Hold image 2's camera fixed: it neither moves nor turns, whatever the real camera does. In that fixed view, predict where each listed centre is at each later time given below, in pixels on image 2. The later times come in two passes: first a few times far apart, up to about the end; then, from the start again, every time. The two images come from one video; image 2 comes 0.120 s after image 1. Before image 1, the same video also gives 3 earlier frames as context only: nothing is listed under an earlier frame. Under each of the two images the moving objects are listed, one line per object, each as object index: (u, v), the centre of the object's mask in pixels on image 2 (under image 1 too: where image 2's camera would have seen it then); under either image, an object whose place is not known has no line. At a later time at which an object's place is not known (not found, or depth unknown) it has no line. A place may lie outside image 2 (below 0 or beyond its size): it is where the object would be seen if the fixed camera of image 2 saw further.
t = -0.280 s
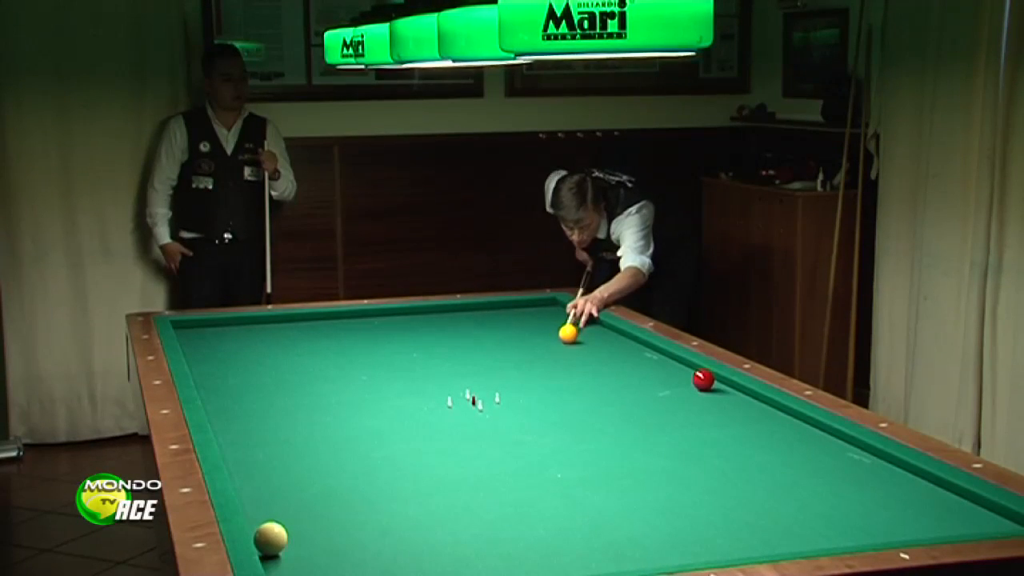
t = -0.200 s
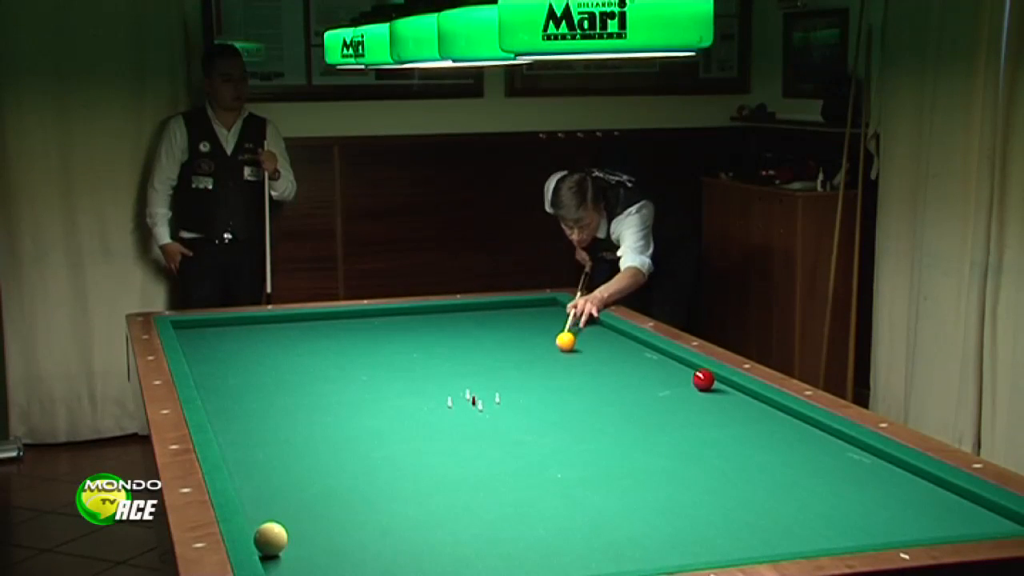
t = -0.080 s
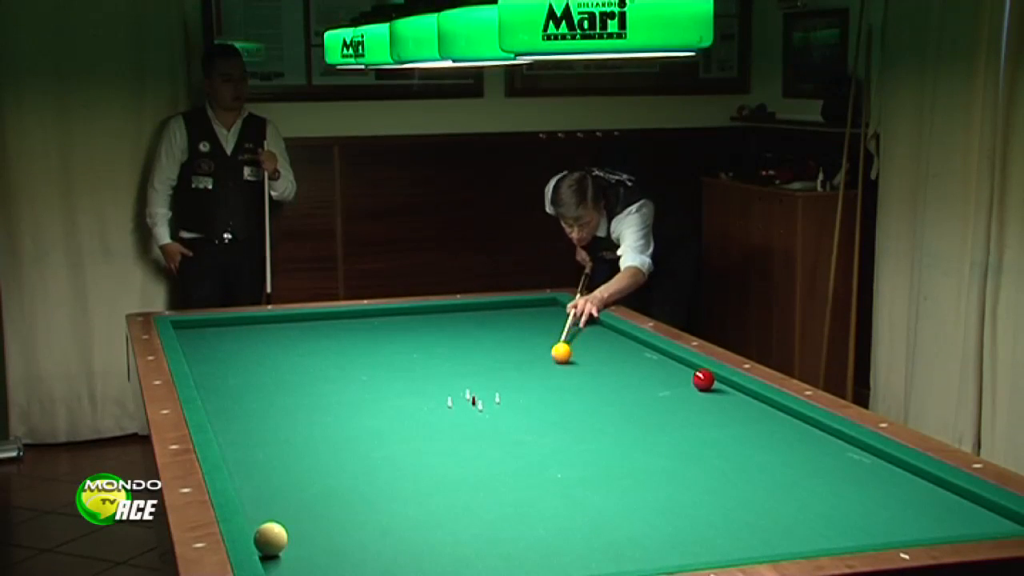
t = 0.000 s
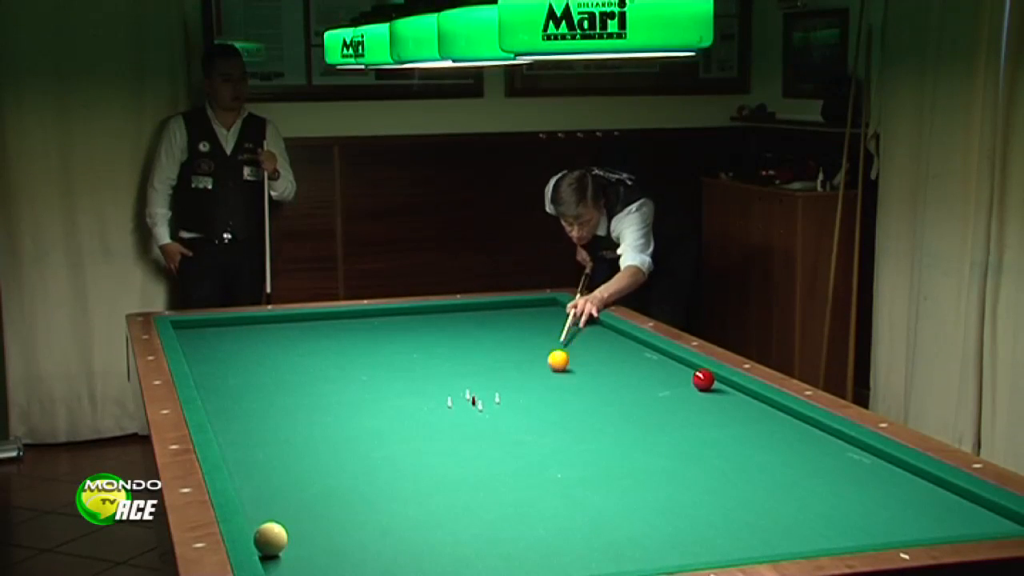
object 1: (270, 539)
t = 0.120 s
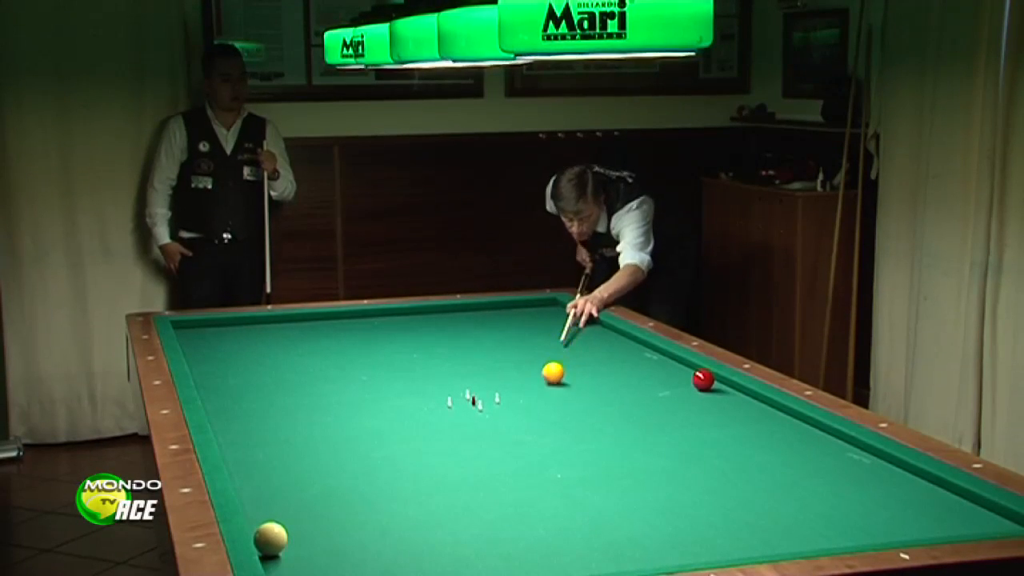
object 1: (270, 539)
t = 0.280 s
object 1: (270, 538)
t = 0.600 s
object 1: (270, 538)
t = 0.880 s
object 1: (270, 538)
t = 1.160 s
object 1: (270, 538)
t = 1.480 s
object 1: (270, 538)
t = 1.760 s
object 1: (267, 537)
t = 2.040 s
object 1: (317, 520)
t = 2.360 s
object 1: (366, 504)
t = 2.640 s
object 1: (404, 491)
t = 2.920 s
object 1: (440, 480)
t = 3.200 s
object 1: (472, 470)
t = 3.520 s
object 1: (505, 459)
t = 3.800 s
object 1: (533, 450)
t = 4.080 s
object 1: (557, 442)
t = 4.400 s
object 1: (583, 434)
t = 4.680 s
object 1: (605, 428)
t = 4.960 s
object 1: (624, 421)
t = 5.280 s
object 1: (645, 415)
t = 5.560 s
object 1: (661, 409)
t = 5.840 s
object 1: (676, 404)
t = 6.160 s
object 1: (691, 399)
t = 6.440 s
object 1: (703, 395)
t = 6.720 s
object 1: (715, 390)
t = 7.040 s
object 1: (726, 386)
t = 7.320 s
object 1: (720, 385)
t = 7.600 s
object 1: (710, 384)
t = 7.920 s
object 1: (702, 384)
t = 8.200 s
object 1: (696, 384)
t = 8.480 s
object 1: (691, 384)
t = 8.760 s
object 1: (688, 385)
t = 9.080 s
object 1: (686, 385)
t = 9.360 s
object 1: (685, 385)
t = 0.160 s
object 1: (270, 539)
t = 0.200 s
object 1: (270, 539)
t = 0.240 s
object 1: (270, 538)
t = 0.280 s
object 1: (270, 538)
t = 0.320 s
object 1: (270, 538)
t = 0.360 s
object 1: (270, 538)
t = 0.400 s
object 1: (270, 538)
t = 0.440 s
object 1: (270, 538)
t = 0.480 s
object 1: (270, 539)
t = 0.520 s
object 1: (270, 538)
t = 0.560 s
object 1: (270, 538)
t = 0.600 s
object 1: (270, 538)
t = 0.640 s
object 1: (270, 538)
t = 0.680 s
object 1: (270, 538)
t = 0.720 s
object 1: (270, 538)
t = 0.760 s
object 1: (270, 538)
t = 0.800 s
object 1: (270, 538)
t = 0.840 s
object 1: (270, 538)
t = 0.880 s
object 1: (270, 538)
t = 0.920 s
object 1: (270, 538)
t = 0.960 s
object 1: (270, 538)
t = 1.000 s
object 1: (270, 538)
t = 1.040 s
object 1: (270, 538)
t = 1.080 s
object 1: (270, 538)
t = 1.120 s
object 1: (270, 538)
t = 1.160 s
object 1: (270, 538)
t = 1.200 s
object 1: (270, 538)
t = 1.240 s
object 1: (270, 538)
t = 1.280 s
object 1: (270, 539)
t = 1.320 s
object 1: (270, 538)
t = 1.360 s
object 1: (270, 539)
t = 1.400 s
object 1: (270, 538)
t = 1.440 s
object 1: (270, 538)
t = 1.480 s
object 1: (270, 538)
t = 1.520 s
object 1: (270, 539)
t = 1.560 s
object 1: (270, 539)
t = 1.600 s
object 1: (270, 539)
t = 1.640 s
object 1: (270, 539)
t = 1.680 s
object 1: (270, 539)
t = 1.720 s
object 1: (270, 538)
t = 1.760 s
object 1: (267, 537)
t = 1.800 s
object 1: (273, 532)
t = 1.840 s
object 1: (280, 527)
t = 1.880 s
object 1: (289, 521)
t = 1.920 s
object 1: (301, 520)
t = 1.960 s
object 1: (308, 521)
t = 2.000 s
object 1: (313, 521)
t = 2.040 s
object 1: (317, 520)
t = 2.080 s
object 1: (324, 518)
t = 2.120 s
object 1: (330, 516)
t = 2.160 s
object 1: (336, 514)
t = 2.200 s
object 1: (342, 511)
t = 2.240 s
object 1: (348, 510)
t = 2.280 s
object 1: (354, 508)
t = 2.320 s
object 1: (360, 506)
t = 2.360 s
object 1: (366, 504)
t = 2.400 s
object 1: (372, 502)
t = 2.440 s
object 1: (377, 500)
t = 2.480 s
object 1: (383, 498)
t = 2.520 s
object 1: (388, 497)
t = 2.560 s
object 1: (394, 495)
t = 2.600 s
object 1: (399, 493)
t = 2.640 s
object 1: (404, 491)
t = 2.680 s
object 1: (410, 490)
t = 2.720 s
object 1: (414, 488)
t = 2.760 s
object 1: (420, 486)
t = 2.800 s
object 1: (425, 485)
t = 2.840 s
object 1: (430, 483)
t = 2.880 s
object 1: (435, 481)
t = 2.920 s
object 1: (440, 480)
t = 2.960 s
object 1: (444, 478)
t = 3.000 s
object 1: (449, 477)
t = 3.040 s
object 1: (454, 476)
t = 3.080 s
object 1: (458, 474)
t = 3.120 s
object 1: (463, 472)
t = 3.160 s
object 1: (468, 471)
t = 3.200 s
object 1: (472, 470)
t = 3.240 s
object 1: (476, 469)
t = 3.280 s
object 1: (480, 467)
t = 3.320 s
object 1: (485, 466)
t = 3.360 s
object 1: (489, 464)
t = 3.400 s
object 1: (493, 463)
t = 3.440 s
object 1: (497, 462)
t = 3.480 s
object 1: (502, 460)
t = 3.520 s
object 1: (505, 459)
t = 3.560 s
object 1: (510, 457)
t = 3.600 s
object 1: (513, 456)
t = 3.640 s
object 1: (517, 455)
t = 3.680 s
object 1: (521, 454)
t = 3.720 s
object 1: (525, 453)
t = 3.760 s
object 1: (529, 452)
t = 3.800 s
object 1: (533, 450)
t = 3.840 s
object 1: (536, 450)
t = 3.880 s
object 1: (540, 448)
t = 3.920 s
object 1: (543, 447)
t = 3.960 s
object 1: (547, 446)
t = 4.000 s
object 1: (551, 445)
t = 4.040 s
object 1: (554, 443)
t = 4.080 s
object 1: (557, 442)
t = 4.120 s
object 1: (561, 441)
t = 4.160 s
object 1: (565, 440)
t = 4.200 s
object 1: (568, 439)
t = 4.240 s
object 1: (571, 438)
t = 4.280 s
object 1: (574, 437)
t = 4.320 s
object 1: (577, 436)
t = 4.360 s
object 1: (580, 435)
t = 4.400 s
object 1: (583, 434)
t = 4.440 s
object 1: (587, 433)
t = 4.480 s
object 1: (590, 432)
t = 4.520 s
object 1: (593, 431)
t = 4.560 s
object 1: (596, 430)
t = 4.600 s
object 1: (599, 429)
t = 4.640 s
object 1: (602, 429)
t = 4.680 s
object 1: (605, 428)
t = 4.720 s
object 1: (608, 427)
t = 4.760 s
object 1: (611, 426)
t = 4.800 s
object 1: (613, 425)
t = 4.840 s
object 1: (616, 424)
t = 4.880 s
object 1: (619, 423)
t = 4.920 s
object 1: (621, 422)
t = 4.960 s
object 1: (624, 421)
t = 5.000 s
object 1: (627, 420)
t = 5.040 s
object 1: (629, 419)
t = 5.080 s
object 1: (632, 418)
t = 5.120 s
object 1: (635, 418)
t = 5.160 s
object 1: (637, 417)
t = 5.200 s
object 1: (639, 416)
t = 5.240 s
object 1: (642, 415)
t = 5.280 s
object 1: (645, 415)
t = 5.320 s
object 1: (647, 414)
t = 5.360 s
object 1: (649, 413)
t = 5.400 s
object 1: (652, 412)
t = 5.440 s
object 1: (654, 411)
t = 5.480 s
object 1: (656, 411)
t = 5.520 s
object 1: (659, 410)
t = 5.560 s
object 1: (661, 409)
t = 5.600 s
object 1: (663, 409)
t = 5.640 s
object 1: (665, 408)
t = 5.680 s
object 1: (667, 407)
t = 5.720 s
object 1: (669, 406)
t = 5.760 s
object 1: (672, 405)
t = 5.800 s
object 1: (673, 405)
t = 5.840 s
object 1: (676, 404)
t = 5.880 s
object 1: (678, 403)
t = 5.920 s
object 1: (680, 403)
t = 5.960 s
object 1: (682, 402)
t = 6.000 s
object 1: (684, 401)
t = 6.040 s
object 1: (685, 401)
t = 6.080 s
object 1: (687, 400)
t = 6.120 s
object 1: (689, 399)
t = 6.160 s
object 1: (691, 399)
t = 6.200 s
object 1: (693, 398)
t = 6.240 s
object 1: (695, 397)
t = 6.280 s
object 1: (696, 397)
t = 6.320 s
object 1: (698, 396)
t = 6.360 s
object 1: (700, 395)
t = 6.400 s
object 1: (701, 395)
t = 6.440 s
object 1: (703, 395)
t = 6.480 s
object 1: (705, 393)
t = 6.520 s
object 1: (706, 393)
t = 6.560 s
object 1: (708, 392)
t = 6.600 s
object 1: (710, 392)
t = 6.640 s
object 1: (711, 391)
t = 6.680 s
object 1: (713, 391)
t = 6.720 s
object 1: (715, 390)
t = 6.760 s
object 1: (716, 390)
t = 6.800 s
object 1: (718, 389)
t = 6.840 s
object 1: (719, 389)
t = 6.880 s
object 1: (721, 388)
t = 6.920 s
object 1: (722, 387)
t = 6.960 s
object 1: (724, 387)
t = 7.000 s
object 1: (725, 386)
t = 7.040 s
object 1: (726, 386)
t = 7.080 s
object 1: (728, 385)
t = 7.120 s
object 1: (727, 385)
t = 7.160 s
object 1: (726, 385)
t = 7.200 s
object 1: (724, 385)
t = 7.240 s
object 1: (723, 385)
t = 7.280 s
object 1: (721, 385)
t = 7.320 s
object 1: (720, 385)
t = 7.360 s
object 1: (718, 385)
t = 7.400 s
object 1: (717, 384)
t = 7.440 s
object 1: (716, 384)
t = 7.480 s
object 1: (714, 384)
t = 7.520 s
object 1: (713, 384)
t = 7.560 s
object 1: (711, 384)
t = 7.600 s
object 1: (710, 384)
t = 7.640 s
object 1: (709, 384)
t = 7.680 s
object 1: (708, 384)
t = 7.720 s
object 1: (707, 384)
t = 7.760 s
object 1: (706, 384)
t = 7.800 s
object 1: (705, 384)
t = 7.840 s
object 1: (704, 384)
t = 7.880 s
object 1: (703, 384)
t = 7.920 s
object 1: (702, 384)
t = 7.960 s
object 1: (701, 384)
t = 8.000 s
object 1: (700, 384)
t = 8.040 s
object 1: (699, 384)
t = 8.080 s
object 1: (698, 384)
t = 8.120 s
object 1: (698, 384)
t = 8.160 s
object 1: (697, 384)
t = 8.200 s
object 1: (696, 384)
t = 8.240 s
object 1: (695, 384)
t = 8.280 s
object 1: (695, 384)
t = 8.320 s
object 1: (694, 384)
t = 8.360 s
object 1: (693, 384)
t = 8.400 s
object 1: (693, 384)
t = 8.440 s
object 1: (692, 384)
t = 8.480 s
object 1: (691, 384)
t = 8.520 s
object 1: (691, 384)
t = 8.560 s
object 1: (690, 384)
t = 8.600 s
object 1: (690, 385)
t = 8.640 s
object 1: (689, 384)
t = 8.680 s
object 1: (689, 384)
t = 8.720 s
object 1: (688, 384)
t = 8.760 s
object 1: (688, 385)
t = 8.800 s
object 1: (688, 385)
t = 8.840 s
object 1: (687, 385)
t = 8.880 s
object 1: (687, 385)
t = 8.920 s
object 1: (687, 384)
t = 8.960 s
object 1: (686, 385)
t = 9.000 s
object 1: (686, 385)
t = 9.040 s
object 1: (686, 385)
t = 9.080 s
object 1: (686, 385)
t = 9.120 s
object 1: (686, 385)
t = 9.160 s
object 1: (685, 385)
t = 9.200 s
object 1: (685, 385)
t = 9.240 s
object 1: (685, 385)
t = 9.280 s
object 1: (685, 385)
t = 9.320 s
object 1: (685, 385)
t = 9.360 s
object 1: (685, 385)
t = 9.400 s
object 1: (685, 385)
